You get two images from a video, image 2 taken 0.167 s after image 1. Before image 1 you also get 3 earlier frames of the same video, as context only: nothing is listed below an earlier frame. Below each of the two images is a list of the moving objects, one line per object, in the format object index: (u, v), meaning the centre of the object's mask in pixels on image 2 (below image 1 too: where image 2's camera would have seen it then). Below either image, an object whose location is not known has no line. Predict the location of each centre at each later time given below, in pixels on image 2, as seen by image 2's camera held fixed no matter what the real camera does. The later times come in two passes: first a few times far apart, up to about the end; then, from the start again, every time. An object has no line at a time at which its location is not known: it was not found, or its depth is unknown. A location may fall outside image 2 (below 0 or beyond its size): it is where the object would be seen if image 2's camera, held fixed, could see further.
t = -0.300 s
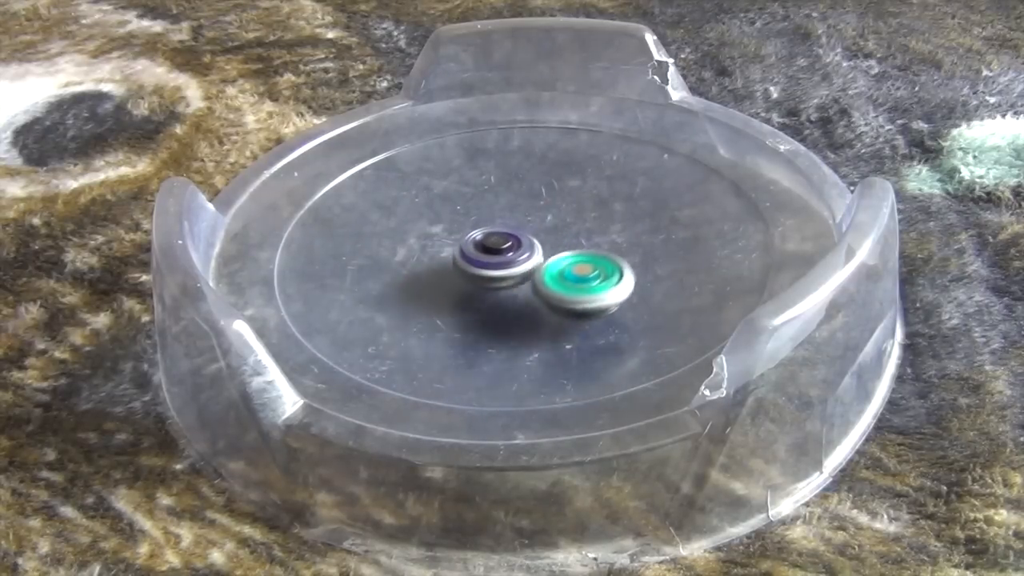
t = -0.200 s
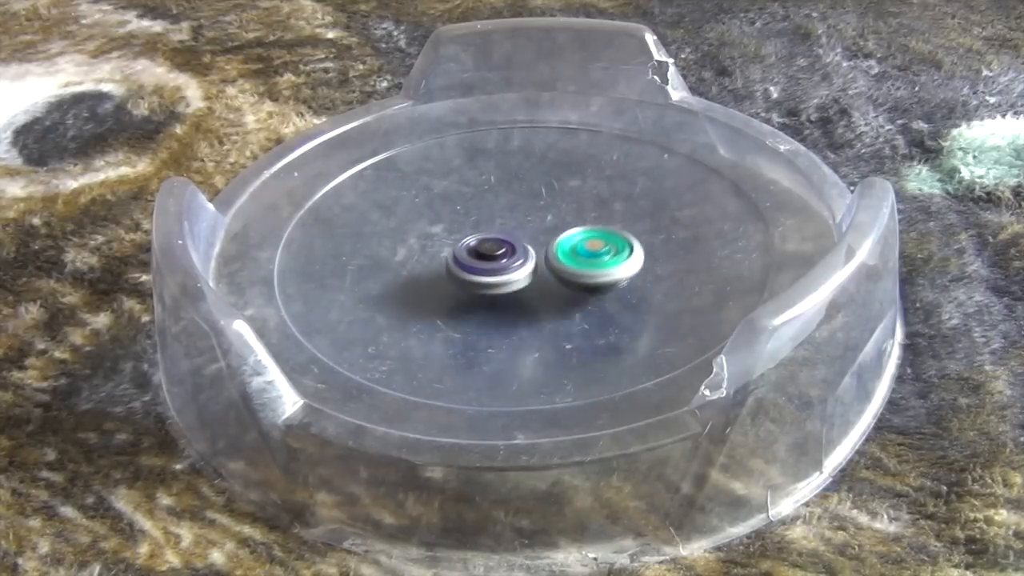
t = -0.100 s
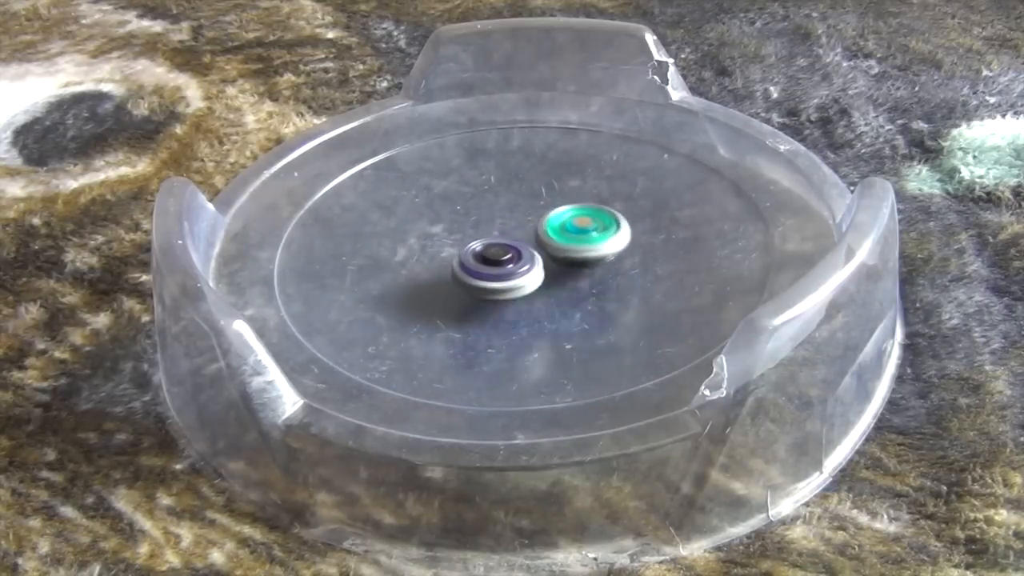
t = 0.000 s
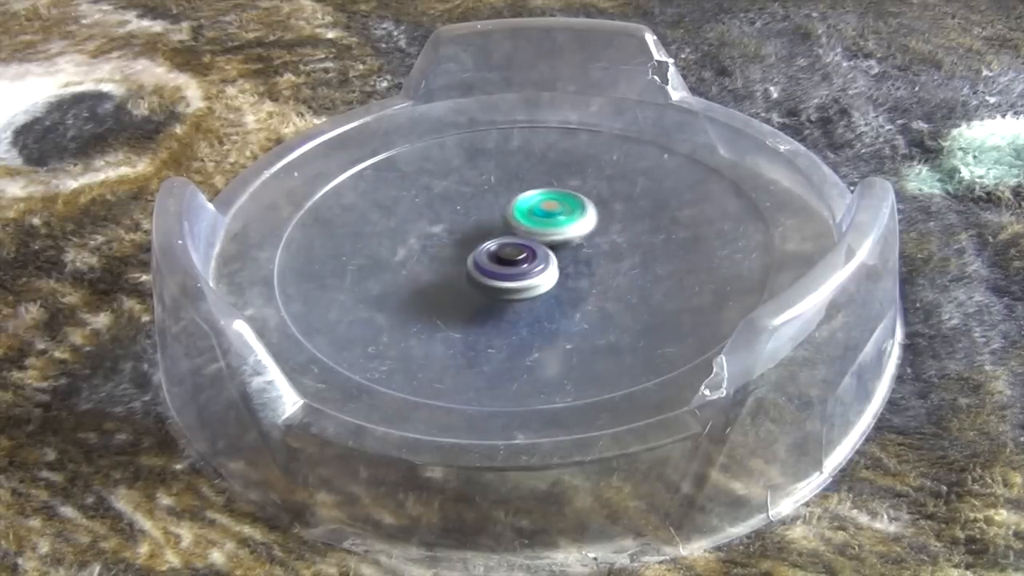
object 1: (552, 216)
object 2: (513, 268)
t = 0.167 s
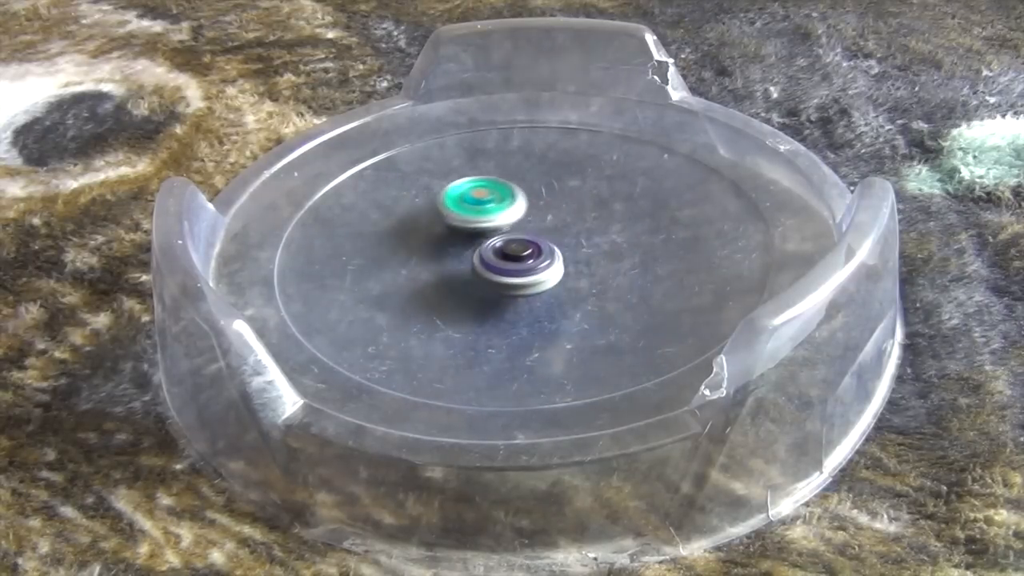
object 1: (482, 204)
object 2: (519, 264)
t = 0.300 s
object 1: (434, 221)
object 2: (518, 256)
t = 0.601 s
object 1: (416, 283)
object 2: (523, 243)
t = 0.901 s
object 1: (546, 285)
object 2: (511, 234)
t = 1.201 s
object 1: (614, 211)
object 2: (477, 247)
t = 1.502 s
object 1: (523, 172)
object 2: (535, 256)
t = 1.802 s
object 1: (432, 214)
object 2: (535, 230)
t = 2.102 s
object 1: (475, 281)
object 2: (536, 236)
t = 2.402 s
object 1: (600, 266)
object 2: (539, 227)
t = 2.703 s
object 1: (622, 211)
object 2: (549, 253)
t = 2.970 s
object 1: (566, 170)
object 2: (560, 264)
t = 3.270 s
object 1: (478, 212)
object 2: (532, 258)
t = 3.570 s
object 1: (467, 269)
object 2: (575, 275)
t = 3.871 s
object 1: (539, 291)
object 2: (558, 237)
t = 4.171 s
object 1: (590, 267)
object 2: (489, 265)
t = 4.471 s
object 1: (581, 232)
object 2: (523, 283)
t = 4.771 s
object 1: (523, 212)
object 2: (538, 271)
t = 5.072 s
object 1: (462, 222)
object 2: (525, 271)
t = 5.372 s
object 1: (436, 239)
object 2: (539, 261)
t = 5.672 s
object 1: (437, 262)
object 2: (529, 246)
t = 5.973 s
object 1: (474, 281)
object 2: (531, 236)
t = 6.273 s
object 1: (528, 276)
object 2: (508, 221)
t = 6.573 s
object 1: (568, 260)
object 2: (486, 236)
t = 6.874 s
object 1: (595, 235)
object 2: (490, 243)
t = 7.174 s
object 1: (591, 213)
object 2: (490, 244)
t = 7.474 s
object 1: (571, 203)
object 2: (512, 266)
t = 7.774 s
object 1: (543, 210)
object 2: (549, 278)
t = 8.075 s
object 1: (505, 226)
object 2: (570, 263)
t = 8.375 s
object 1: (476, 248)
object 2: (596, 254)
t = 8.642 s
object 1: (487, 274)
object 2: (575, 245)
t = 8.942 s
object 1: (511, 291)
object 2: (546, 237)
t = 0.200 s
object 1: (467, 207)
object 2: (520, 262)
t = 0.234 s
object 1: (455, 210)
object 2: (520, 261)
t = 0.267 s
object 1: (443, 215)
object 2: (519, 259)
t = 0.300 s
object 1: (434, 221)
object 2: (518, 256)
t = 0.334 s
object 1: (427, 227)
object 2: (516, 254)
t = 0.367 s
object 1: (422, 234)
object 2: (514, 253)
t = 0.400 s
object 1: (413, 240)
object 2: (517, 252)
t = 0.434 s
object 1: (402, 244)
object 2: (521, 251)
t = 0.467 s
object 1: (398, 251)
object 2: (523, 250)
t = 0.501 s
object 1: (398, 260)
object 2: (523, 247)
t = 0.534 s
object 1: (401, 269)
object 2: (524, 245)
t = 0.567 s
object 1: (407, 276)
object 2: (523, 244)
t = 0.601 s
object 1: (416, 283)
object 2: (523, 243)
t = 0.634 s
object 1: (427, 288)
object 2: (521, 242)
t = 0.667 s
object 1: (440, 292)
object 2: (519, 241)
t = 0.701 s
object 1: (454, 296)
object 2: (517, 241)
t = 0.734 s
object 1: (470, 297)
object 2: (515, 239)
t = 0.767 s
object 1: (486, 297)
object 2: (514, 238)
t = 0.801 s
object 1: (502, 296)
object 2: (514, 237)
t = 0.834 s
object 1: (517, 293)
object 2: (513, 236)
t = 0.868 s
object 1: (532, 289)
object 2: (512, 235)
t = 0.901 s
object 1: (546, 285)
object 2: (511, 234)
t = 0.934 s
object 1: (560, 283)
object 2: (509, 233)
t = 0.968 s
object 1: (571, 276)
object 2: (506, 233)
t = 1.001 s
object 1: (579, 268)
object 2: (503, 233)
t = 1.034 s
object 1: (586, 259)
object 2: (500, 234)
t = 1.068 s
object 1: (589, 249)
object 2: (497, 236)
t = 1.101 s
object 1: (590, 239)
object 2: (496, 238)
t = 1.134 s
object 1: (596, 230)
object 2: (493, 240)
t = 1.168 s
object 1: (610, 220)
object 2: (482, 242)
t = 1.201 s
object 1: (614, 211)
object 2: (477, 247)
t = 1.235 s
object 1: (611, 201)
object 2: (475, 252)
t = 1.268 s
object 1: (604, 194)
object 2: (477, 256)
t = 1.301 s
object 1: (596, 186)
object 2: (483, 260)
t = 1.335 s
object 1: (585, 181)
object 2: (491, 263)
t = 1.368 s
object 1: (573, 177)
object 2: (501, 265)
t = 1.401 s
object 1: (561, 173)
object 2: (512, 265)
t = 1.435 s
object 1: (548, 171)
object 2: (521, 263)
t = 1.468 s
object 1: (536, 171)
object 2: (529, 261)
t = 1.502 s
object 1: (523, 172)
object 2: (535, 256)
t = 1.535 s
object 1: (510, 174)
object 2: (538, 252)
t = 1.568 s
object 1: (499, 177)
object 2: (541, 246)
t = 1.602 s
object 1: (487, 182)
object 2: (541, 242)
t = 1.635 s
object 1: (478, 187)
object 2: (541, 236)
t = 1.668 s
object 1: (468, 193)
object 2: (537, 232)
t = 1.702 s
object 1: (458, 197)
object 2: (536, 231)
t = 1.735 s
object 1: (446, 200)
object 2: (537, 232)
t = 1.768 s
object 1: (438, 206)
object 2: (536, 231)
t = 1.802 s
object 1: (432, 214)
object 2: (535, 230)
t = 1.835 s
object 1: (430, 223)
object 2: (534, 229)
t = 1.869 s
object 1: (429, 231)
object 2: (532, 229)
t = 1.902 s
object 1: (430, 239)
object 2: (530, 229)
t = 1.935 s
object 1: (434, 247)
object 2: (527, 230)
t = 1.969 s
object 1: (440, 255)
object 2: (525, 232)
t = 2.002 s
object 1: (447, 261)
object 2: (525, 234)
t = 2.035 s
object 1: (452, 269)
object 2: (528, 235)
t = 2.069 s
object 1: (463, 276)
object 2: (532, 236)
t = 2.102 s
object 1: (475, 281)
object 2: (536, 236)
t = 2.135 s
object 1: (489, 285)
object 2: (541, 237)
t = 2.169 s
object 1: (505, 287)
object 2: (546, 235)
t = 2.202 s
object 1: (520, 289)
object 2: (549, 234)
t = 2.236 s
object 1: (536, 288)
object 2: (551, 232)
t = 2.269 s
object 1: (551, 286)
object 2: (551, 230)
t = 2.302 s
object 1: (565, 282)
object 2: (550, 227)
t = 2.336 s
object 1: (578, 278)
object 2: (547, 226)
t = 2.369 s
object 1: (590, 272)
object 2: (543, 226)
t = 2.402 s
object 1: (600, 266)
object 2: (539, 227)
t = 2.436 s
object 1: (612, 263)
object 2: (533, 232)
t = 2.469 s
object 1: (621, 258)
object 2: (529, 233)
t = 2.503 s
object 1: (628, 250)
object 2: (525, 237)
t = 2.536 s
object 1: (632, 243)
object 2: (522, 241)
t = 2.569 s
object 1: (634, 235)
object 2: (524, 246)
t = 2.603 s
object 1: (633, 229)
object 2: (529, 250)
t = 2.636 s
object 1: (631, 223)
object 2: (535, 252)
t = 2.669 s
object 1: (627, 217)
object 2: (542, 253)
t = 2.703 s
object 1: (622, 211)
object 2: (549, 253)
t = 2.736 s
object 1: (622, 202)
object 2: (549, 254)
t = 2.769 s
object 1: (625, 191)
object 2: (544, 258)
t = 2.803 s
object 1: (621, 184)
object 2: (544, 261)
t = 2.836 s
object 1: (612, 179)
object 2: (547, 263)
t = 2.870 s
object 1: (602, 175)
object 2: (551, 264)
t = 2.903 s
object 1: (590, 172)
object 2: (554, 265)
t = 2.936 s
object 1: (579, 171)
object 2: (557, 265)
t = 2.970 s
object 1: (566, 170)
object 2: (560, 264)
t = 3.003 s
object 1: (554, 172)
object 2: (563, 263)
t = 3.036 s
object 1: (542, 174)
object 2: (563, 261)
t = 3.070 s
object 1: (531, 177)
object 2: (562, 260)
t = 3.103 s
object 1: (521, 180)
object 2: (560, 258)
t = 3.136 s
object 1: (510, 185)
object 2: (556, 257)
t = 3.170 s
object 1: (501, 191)
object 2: (552, 256)
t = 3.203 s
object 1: (492, 197)
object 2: (546, 255)
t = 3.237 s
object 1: (485, 204)
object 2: (539, 256)
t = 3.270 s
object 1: (478, 212)
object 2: (532, 258)
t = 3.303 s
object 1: (472, 218)
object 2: (529, 261)
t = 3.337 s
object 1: (467, 225)
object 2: (529, 266)
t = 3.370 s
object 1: (463, 231)
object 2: (531, 269)
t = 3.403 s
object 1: (461, 238)
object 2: (534, 274)
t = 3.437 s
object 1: (460, 245)
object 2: (541, 277)
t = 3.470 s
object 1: (461, 252)
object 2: (548, 278)
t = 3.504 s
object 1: (464, 260)
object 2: (555, 277)
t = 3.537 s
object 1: (464, 264)
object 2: (567, 277)
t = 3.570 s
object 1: (467, 269)
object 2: (575, 275)
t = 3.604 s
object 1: (474, 274)
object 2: (581, 271)
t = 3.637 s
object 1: (481, 279)
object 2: (585, 267)
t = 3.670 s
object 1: (489, 283)
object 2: (587, 262)
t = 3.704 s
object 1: (497, 285)
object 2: (587, 258)
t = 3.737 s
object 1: (506, 288)
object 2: (585, 253)
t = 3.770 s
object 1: (515, 290)
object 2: (582, 248)
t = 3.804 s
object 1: (524, 291)
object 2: (576, 243)
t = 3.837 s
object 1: (531, 292)
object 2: (568, 239)
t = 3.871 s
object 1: (539, 291)
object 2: (558, 237)
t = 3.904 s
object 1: (547, 291)
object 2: (547, 235)
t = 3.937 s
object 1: (555, 289)
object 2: (537, 234)
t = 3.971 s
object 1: (563, 287)
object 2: (526, 236)
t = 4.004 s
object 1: (569, 285)
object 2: (515, 240)
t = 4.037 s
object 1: (574, 282)
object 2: (506, 244)
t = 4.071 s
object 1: (580, 278)
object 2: (500, 249)
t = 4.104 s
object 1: (584, 275)
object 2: (494, 254)
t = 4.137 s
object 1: (587, 271)
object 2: (490, 259)
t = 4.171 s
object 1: (590, 267)
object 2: (489, 265)
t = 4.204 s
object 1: (591, 263)
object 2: (491, 269)
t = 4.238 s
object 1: (591, 260)
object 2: (495, 273)
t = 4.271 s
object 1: (591, 256)
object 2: (499, 276)
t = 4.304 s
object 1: (594, 251)
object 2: (501, 279)
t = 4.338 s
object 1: (594, 247)
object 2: (504, 281)
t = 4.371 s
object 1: (592, 243)
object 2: (508, 283)
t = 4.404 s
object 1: (589, 238)
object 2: (513, 283)
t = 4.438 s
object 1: (585, 235)
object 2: (518, 284)
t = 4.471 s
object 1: (581, 232)
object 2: (523, 283)
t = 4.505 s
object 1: (577, 229)
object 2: (527, 282)
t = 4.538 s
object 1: (572, 227)
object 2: (531, 280)
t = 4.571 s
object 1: (566, 224)
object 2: (535, 278)
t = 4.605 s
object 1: (562, 217)
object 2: (534, 279)
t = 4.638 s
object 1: (556, 215)
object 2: (535, 279)
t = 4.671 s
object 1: (548, 213)
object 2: (537, 277)
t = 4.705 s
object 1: (540, 212)
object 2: (538, 275)
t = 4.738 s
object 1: (532, 212)
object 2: (539, 273)
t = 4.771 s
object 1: (523, 212)
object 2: (538, 271)
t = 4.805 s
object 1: (515, 212)
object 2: (535, 268)
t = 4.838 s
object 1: (506, 213)
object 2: (532, 266)
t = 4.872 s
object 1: (497, 213)
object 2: (529, 266)
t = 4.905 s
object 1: (489, 215)
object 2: (526, 265)
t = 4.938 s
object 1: (483, 216)
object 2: (523, 265)
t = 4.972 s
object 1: (477, 217)
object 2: (523, 267)
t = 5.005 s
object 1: (471, 217)
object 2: (523, 269)
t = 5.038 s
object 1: (466, 219)
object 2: (523, 271)
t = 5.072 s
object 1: (462, 222)
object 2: (525, 271)
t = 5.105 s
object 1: (460, 224)
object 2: (527, 272)
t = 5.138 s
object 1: (457, 226)
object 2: (530, 271)
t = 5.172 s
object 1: (455, 229)
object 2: (532, 270)
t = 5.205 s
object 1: (453, 231)
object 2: (533, 268)
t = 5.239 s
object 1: (451, 233)
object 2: (531, 265)
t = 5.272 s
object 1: (449, 235)
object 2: (530, 263)
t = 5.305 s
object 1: (445, 236)
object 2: (531, 262)
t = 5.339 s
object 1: (443, 238)
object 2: (532, 261)
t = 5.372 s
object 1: (436, 239)
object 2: (539, 261)
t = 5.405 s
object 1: (434, 241)
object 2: (543, 259)
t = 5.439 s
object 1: (433, 243)
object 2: (543, 256)
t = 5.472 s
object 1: (433, 247)
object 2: (543, 253)
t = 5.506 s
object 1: (434, 250)
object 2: (540, 250)
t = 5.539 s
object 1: (436, 253)
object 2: (536, 249)
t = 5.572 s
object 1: (437, 255)
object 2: (532, 248)
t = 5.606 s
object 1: (437, 258)
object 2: (529, 247)
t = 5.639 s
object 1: (437, 260)
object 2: (529, 246)
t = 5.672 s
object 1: (437, 262)
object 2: (529, 246)
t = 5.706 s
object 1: (436, 265)
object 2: (532, 244)
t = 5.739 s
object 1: (438, 267)
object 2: (533, 243)
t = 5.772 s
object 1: (442, 270)
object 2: (533, 242)
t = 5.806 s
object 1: (447, 272)
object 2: (533, 241)
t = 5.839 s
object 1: (453, 275)
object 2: (532, 239)
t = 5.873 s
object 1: (459, 276)
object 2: (531, 239)
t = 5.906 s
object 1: (465, 278)
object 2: (530, 238)
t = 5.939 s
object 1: (468, 280)
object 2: (531, 237)
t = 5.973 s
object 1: (474, 281)
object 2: (531, 236)
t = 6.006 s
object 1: (481, 281)
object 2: (531, 234)
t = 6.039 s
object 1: (487, 281)
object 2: (531, 232)
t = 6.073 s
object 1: (492, 282)
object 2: (531, 229)
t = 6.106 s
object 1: (499, 281)
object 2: (528, 227)
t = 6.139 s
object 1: (505, 280)
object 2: (525, 225)
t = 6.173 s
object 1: (511, 280)
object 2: (522, 223)
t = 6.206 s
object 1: (515, 280)
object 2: (518, 221)
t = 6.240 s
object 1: (521, 278)
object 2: (513, 220)
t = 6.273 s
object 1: (528, 276)
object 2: (508, 221)
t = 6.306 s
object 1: (534, 274)
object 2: (503, 222)
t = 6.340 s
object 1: (540, 273)
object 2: (500, 223)
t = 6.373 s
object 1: (545, 271)
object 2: (497, 224)
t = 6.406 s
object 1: (550, 271)
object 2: (494, 225)
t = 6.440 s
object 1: (554, 268)
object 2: (490, 228)
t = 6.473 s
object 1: (558, 267)
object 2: (488, 230)
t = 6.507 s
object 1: (563, 266)
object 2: (486, 231)
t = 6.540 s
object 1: (566, 263)
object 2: (485, 233)
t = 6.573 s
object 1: (568, 260)
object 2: (486, 236)
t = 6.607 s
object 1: (574, 258)
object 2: (486, 237)
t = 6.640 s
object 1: (576, 256)
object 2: (488, 239)
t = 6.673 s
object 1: (579, 253)
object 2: (490, 240)
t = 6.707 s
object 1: (588, 250)
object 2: (489, 239)
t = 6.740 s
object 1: (593, 247)
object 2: (487, 239)
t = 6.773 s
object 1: (595, 244)
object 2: (486, 240)
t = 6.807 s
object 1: (596, 241)
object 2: (486, 241)
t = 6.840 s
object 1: (596, 238)
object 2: (488, 242)
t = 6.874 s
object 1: (595, 235)
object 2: (490, 243)
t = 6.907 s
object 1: (594, 233)
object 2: (493, 244)
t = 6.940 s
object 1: (593, 230)
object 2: (497, 243)
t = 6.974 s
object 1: (594, 228)
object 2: (499, 243)
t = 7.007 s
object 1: (597, 225)
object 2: (498, 242)
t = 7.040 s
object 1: (595, 223)
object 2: (497, 242)
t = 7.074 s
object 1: (592, 220)
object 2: (497, 242)
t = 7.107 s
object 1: (588, 218)
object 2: (497, 242)
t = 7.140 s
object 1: (584, 217)
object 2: (498, 242)
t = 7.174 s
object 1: (591, 213)
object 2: (490, 244)
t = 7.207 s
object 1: (594, 211)
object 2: (485, 248)
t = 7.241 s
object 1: (592, 210)
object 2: (485, 251)
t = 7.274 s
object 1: (588, 208)
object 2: (487, 255)
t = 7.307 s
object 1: (584, 207)
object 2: (491, 258)
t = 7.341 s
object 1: (580, 207)
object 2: (496, 260)
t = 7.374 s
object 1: (574, 208)
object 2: (504, 261)
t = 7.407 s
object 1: (569, 208)
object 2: (510, 261)
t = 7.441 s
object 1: (566, 209)
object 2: (516, 260)
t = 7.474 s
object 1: (571, 203)
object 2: (512, 266)
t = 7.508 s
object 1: (576, 197)
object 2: (508, 273)
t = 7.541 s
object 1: (577, 195)
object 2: (511, 277)
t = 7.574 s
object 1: (573, 196)
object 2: (516, 280)
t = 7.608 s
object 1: (568, 197)
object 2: (522, 282)
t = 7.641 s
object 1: (563, 199)
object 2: (528, 283)
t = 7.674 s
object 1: (557, 201)
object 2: (534, 283)
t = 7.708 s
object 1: (552, 203)
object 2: (540, 282)
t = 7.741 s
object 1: (547, 207)
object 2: (544, 280)
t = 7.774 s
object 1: (543, 210)
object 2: (549, 278)
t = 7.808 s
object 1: (539, 214)
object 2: (553, 275)
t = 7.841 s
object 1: (535, 217)
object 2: (556, 272)
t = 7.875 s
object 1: (530, 216)
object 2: (558, 274)
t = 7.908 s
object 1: (525, 213)
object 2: (562, 275)
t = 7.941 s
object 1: (522, 214)
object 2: (565, 273)
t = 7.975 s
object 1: (518, 217)
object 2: (568, 271)
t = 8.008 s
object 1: (514, 221)
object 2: (569, 268)
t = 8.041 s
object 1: (510, 225)
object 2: (569, 265)
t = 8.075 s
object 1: (505, 226)
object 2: (570, 263)
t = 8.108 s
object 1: (502, 228)
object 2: (572, 263)
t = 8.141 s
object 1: (499, 231)
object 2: (573, 262)
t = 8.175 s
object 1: (495, 234)
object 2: (576, 262)
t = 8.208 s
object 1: (493, 237)
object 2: (578, 260)
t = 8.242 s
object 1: (492, 240)
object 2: (580, 259)
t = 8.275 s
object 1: (482, 239)
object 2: (587, 259)
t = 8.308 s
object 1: (477, 241)
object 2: (591, 257)
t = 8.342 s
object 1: (476, 244)
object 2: (594, 256)
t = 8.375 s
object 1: (476, 248)
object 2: (596, 254)
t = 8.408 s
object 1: (478, 253)
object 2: (597, 252)
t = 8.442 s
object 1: (480, 257)
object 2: (595, 250)
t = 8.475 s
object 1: (484, 261)
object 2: (591, 249)
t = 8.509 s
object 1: (488, 264)
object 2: (586, 248)
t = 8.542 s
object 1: (491, 267)
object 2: (581, 247)
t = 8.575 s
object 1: (490, 269)
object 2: (579, 247)
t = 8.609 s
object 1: (489, 271)
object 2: (576, 246)
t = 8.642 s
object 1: (487, 274)
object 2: (575, 245)
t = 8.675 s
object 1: (487, 276)
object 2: (574, 244)
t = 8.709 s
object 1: (489, 278)
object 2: (572, 243)
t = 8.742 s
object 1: (492, 280)
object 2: (569, 242)
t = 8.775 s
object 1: (496, 281)
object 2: (565, 241)
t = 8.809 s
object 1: (499, 284)
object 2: (562, 240)
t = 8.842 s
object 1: (501, 286)
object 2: (559, 239)
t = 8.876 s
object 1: (504, 287)
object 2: (555, 238)
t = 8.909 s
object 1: (509, 288)
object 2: (550, 238)
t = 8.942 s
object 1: (511, 291)
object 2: (546, 237)
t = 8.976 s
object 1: (515, 293)
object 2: (541, 237)
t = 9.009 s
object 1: (521, 294)
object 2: (538, 237)
